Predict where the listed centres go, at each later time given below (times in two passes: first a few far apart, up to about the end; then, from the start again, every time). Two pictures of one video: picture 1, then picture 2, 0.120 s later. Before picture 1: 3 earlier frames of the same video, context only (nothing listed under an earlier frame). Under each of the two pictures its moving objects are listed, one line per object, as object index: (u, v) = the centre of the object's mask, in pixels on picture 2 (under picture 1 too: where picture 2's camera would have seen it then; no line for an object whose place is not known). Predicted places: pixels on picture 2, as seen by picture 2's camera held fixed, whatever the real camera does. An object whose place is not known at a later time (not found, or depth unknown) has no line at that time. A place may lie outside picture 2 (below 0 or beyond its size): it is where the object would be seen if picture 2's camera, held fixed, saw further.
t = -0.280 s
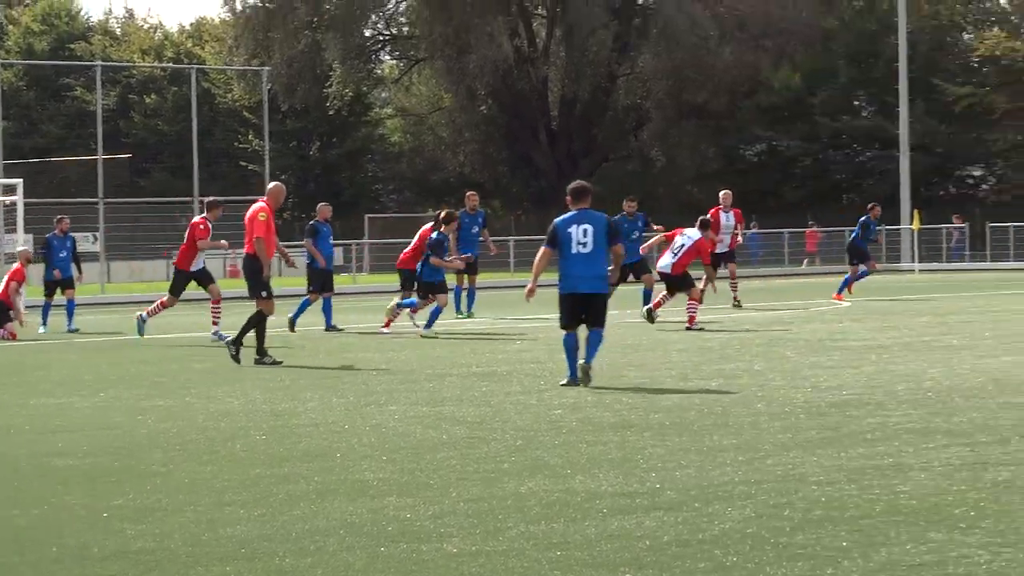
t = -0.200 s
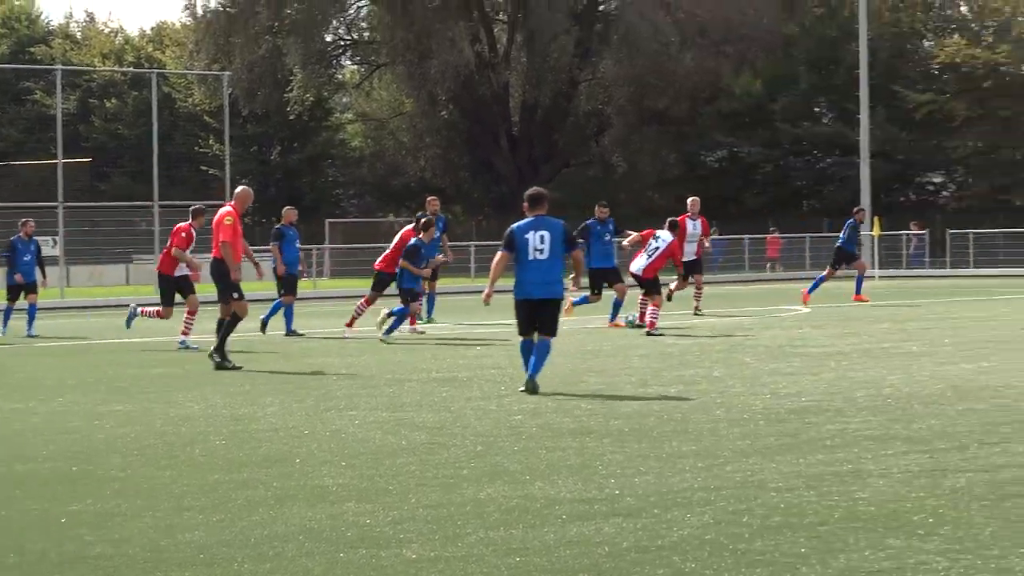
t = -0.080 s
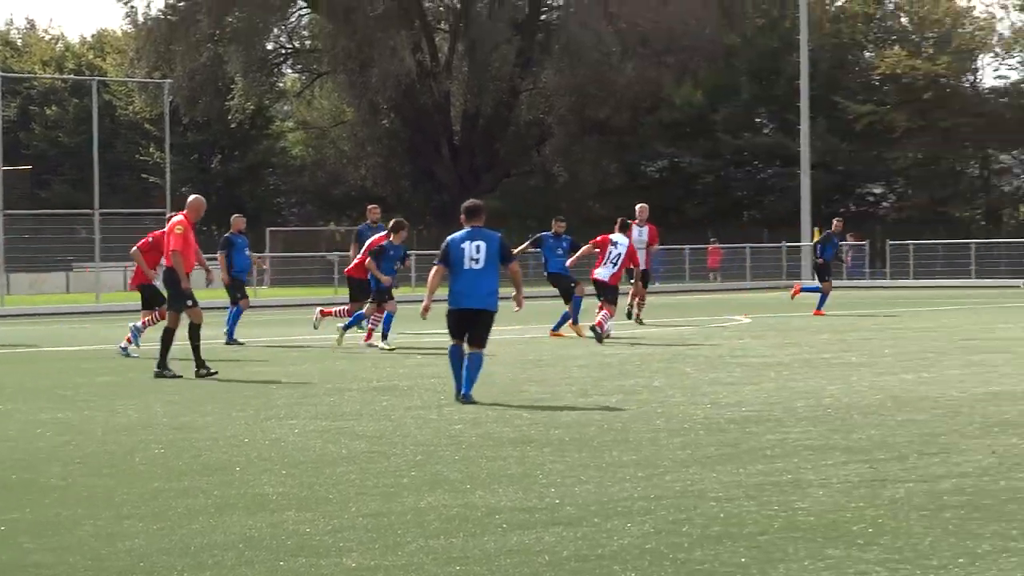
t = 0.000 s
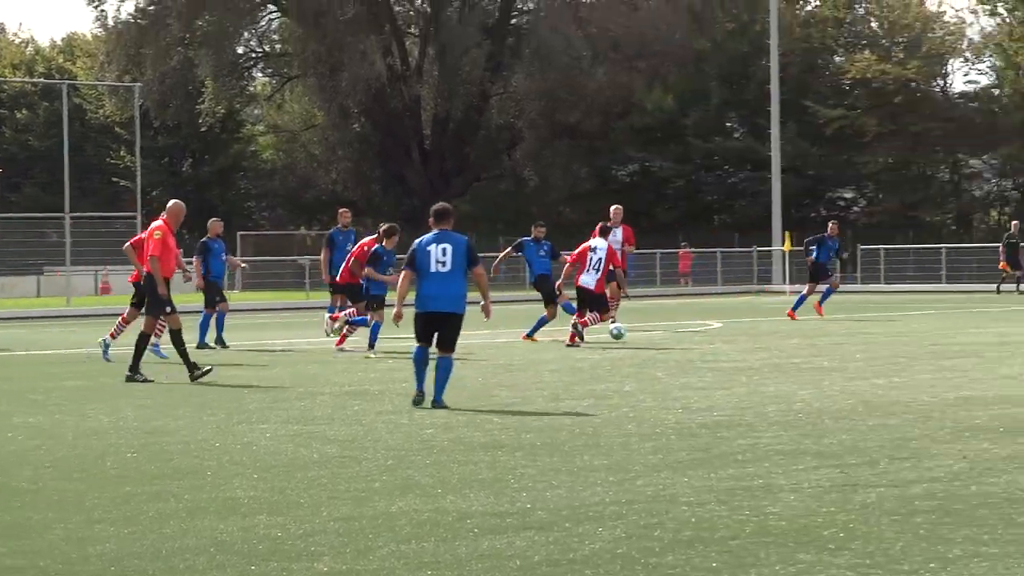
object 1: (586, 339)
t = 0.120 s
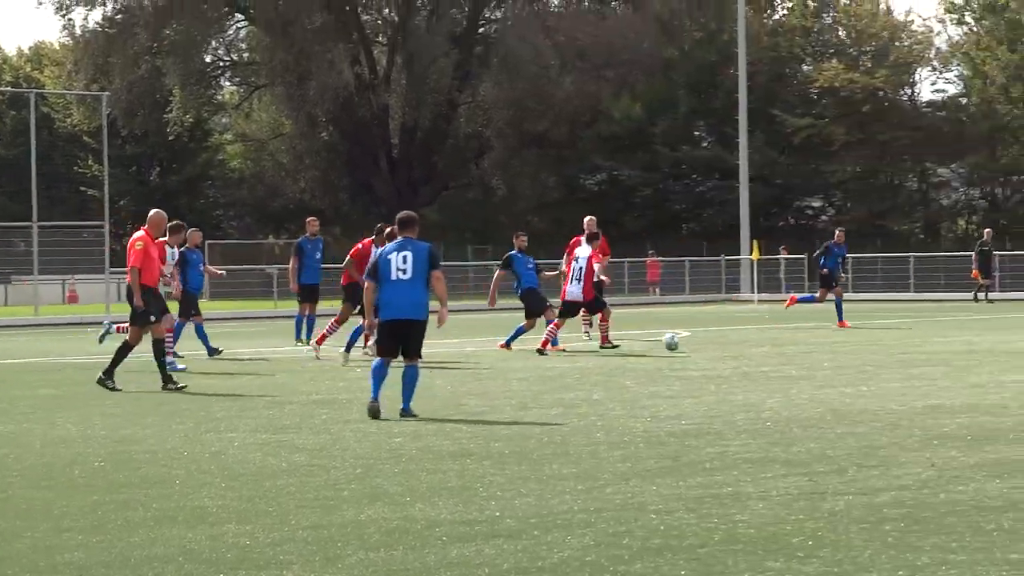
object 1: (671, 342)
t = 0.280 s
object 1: (779, 343)
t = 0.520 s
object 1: (930, 346)
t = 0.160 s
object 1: (700, 344)
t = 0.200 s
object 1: (726, 343)
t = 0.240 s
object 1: (752, 342)
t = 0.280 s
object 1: (779, 343)
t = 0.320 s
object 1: (807, 345)
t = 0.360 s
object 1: (832, 344)
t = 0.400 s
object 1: (856, 342)
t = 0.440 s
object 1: (881, 342)
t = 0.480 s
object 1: (906, 344)
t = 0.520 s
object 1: (930, 346)
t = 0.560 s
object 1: (952, 343)
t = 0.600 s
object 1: (972, 342)
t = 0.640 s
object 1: (994, 343)
